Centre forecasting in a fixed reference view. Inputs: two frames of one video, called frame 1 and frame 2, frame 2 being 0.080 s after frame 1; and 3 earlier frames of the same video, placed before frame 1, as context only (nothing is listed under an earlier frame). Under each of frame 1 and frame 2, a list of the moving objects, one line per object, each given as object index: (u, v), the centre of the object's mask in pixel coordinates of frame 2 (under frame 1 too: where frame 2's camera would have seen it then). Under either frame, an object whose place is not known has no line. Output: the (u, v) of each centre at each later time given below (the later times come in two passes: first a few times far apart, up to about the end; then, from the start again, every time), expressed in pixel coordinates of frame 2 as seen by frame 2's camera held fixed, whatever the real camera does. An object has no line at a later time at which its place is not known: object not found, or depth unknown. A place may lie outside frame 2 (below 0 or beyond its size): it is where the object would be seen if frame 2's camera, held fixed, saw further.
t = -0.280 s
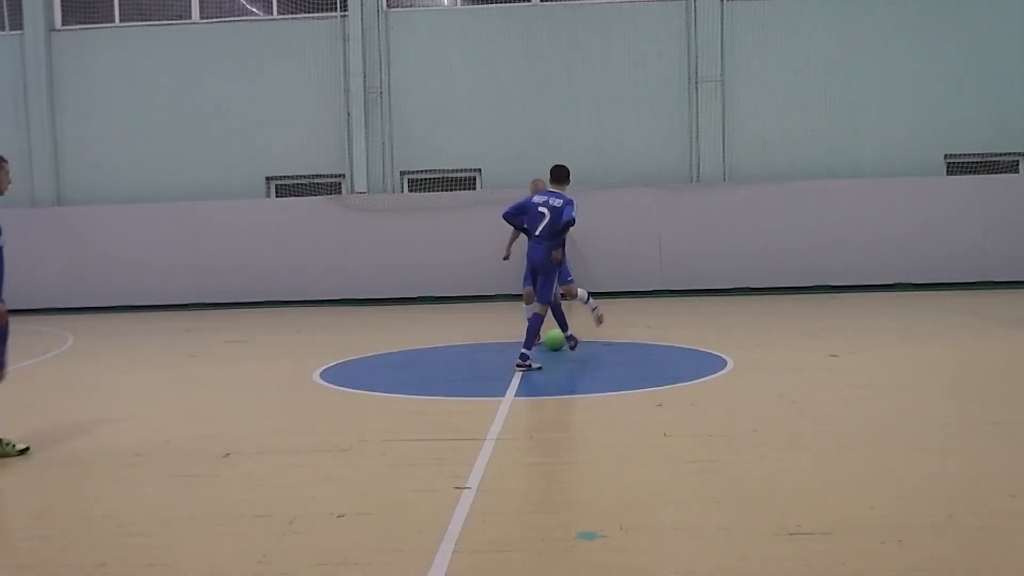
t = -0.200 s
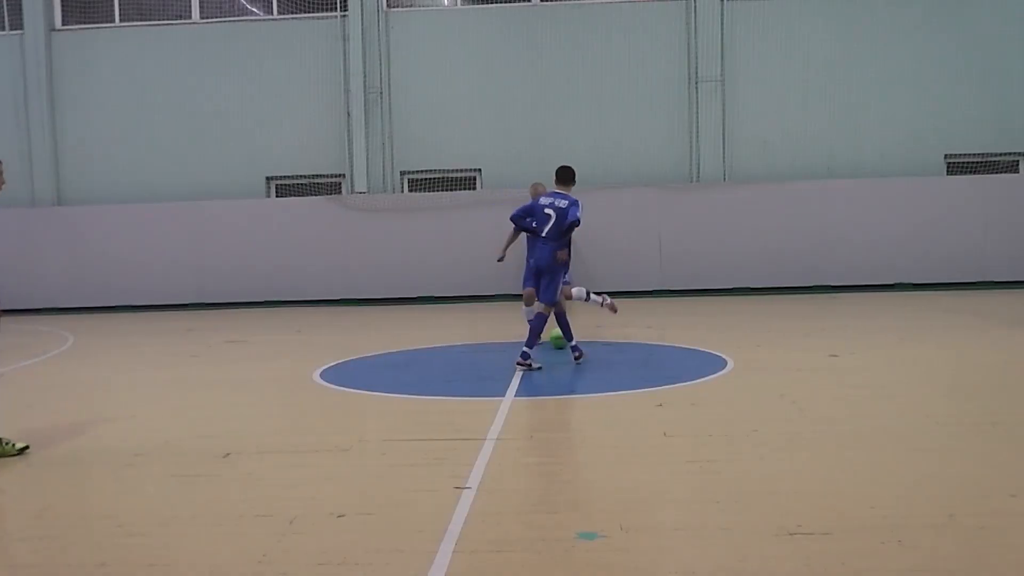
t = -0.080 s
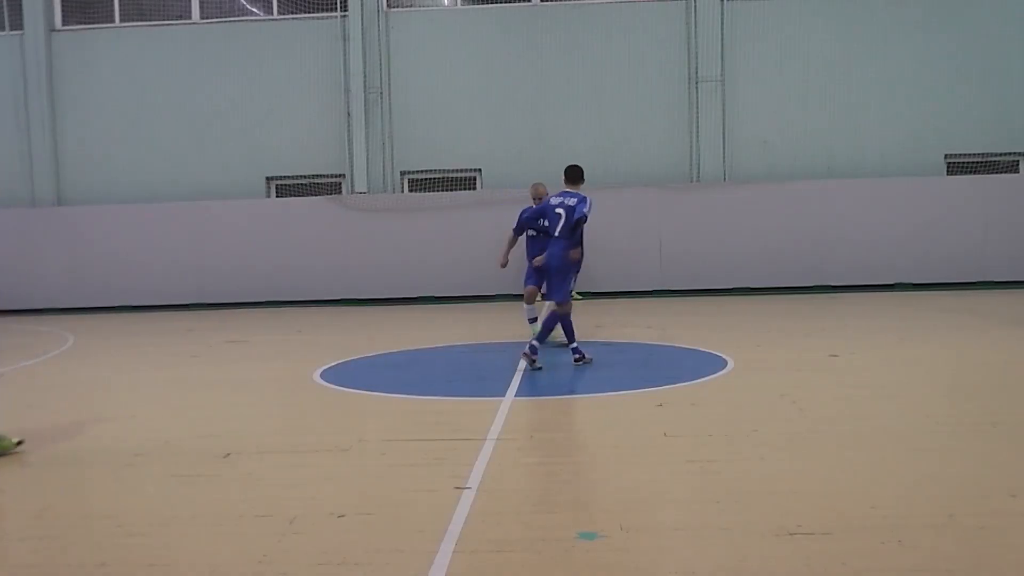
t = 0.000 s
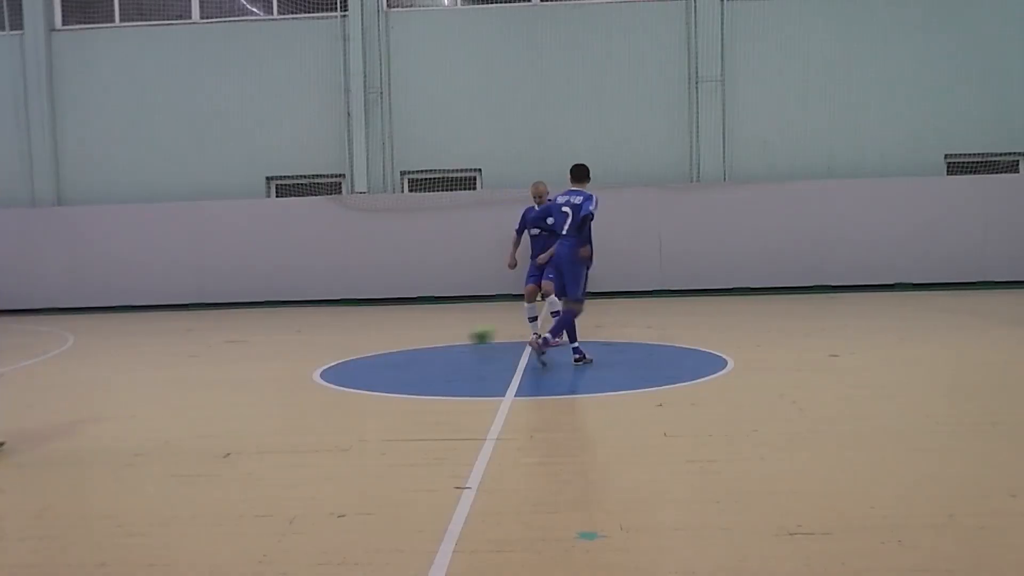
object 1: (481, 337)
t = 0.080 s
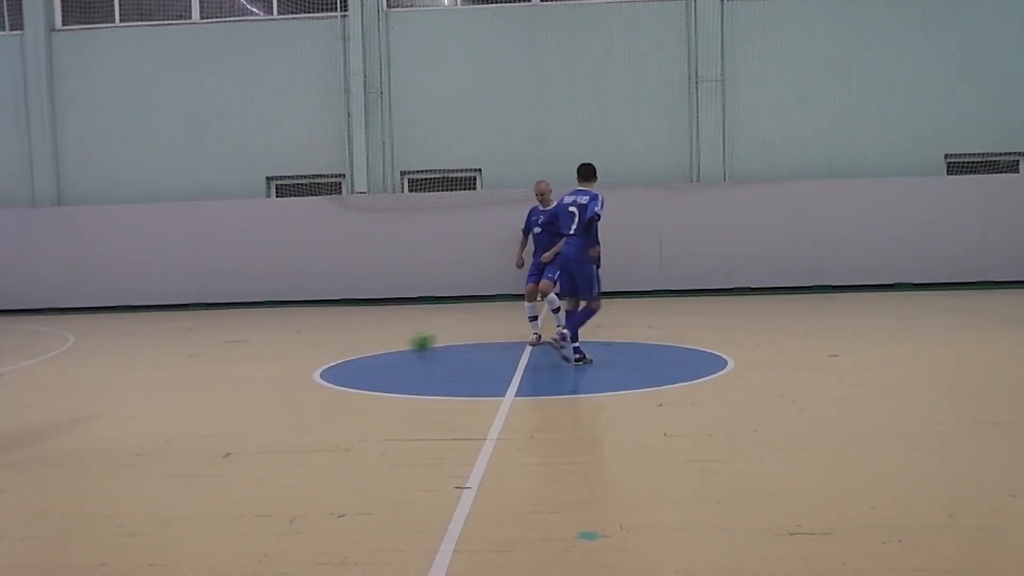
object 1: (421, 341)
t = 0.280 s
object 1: (293, 347)
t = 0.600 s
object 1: (142, 351)
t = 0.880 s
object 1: (36, 351)
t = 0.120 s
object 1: (394, 343)
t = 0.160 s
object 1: (368, 344)
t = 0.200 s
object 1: (342, 345)
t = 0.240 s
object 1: (317, 346)
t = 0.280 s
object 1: (293, 347)
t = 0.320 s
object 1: (272, 347)
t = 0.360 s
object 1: (248, 349)
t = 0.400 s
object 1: (228, 349)
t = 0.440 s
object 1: (209, 350)
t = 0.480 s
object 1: (190, 351)
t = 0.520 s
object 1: (174, 350)
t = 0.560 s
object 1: (157, 351)
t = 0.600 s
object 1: (142, 351)
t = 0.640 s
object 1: (127, 352)
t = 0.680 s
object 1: (111, 352)
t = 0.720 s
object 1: (96, 351)
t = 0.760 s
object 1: (80, 350)
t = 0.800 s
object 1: (66, 351)
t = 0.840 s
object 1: (51, 352)
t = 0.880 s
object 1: (36, 351)
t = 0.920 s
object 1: (23, 352)
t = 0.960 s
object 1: (8, 353)
